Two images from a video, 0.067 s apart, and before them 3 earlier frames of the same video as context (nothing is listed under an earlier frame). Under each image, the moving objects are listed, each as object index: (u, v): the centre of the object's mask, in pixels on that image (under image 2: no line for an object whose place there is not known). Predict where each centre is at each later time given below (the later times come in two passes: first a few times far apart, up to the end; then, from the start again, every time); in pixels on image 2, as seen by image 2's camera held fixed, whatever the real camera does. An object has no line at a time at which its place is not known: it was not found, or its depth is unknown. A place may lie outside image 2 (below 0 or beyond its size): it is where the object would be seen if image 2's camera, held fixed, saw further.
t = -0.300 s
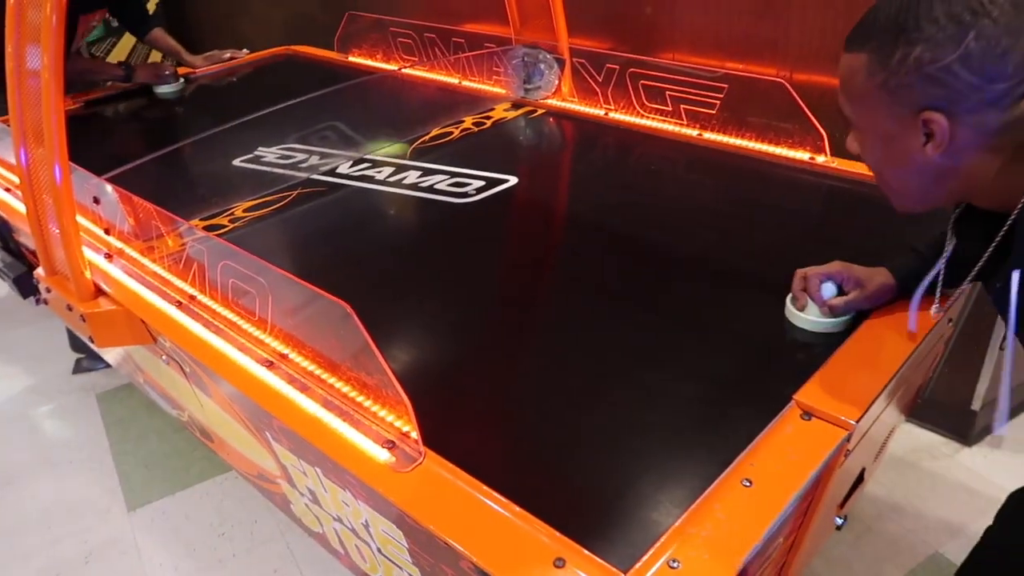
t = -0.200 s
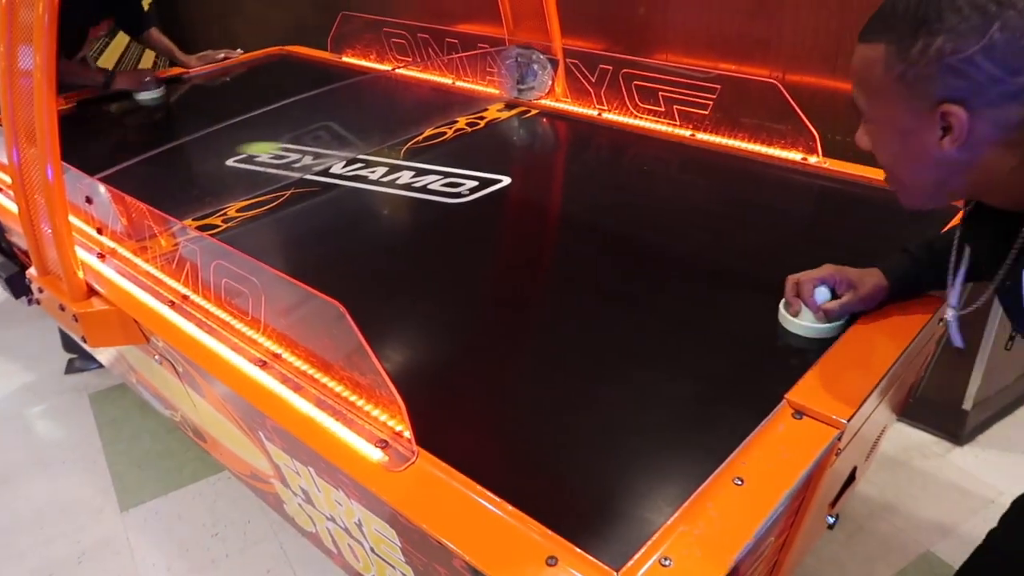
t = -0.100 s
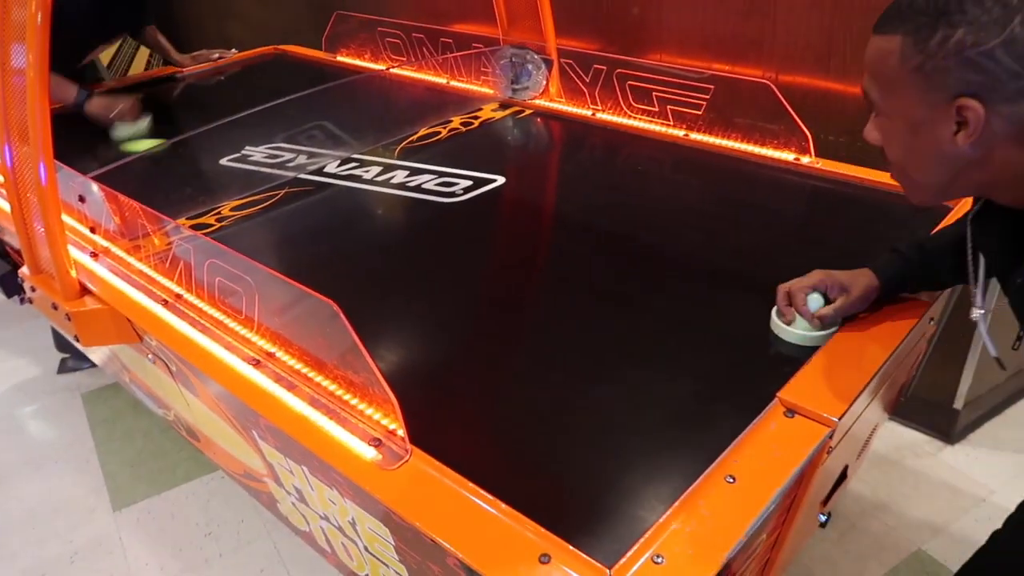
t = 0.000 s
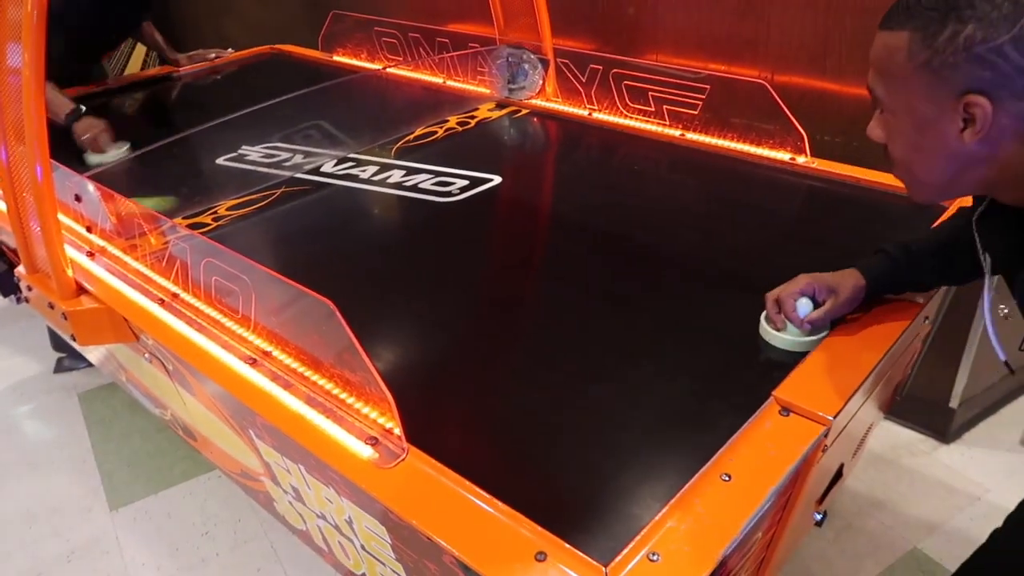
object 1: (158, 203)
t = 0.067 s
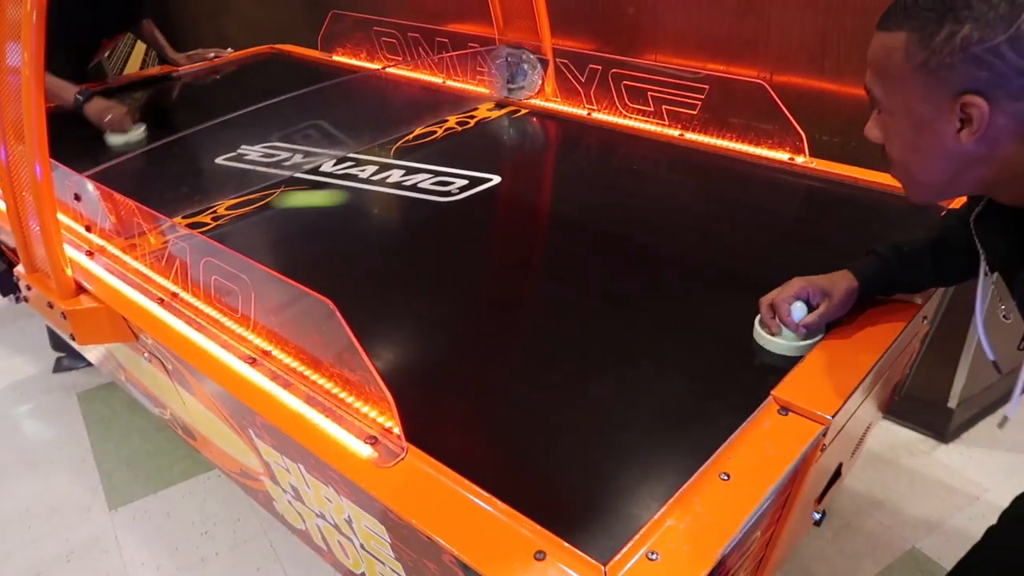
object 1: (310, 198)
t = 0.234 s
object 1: (746, 180)
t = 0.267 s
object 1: (813, 191)
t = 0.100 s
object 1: (390, 196)
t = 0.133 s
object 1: (492, 191)
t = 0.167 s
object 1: (571, 188)
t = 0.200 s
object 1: (658, 184)
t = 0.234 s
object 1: (746, 180)
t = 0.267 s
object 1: (813, 191)
